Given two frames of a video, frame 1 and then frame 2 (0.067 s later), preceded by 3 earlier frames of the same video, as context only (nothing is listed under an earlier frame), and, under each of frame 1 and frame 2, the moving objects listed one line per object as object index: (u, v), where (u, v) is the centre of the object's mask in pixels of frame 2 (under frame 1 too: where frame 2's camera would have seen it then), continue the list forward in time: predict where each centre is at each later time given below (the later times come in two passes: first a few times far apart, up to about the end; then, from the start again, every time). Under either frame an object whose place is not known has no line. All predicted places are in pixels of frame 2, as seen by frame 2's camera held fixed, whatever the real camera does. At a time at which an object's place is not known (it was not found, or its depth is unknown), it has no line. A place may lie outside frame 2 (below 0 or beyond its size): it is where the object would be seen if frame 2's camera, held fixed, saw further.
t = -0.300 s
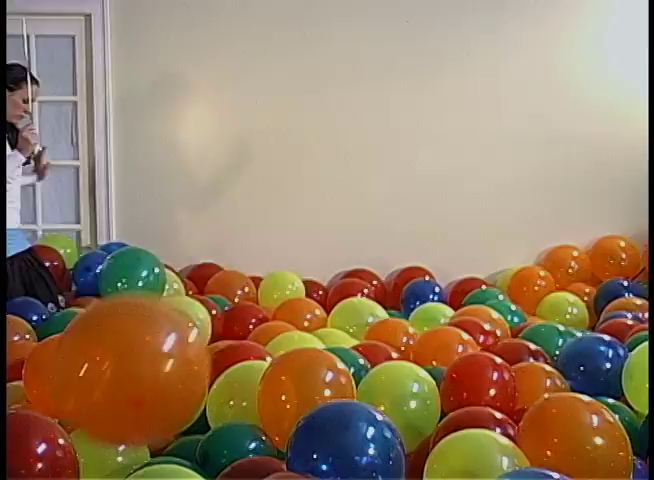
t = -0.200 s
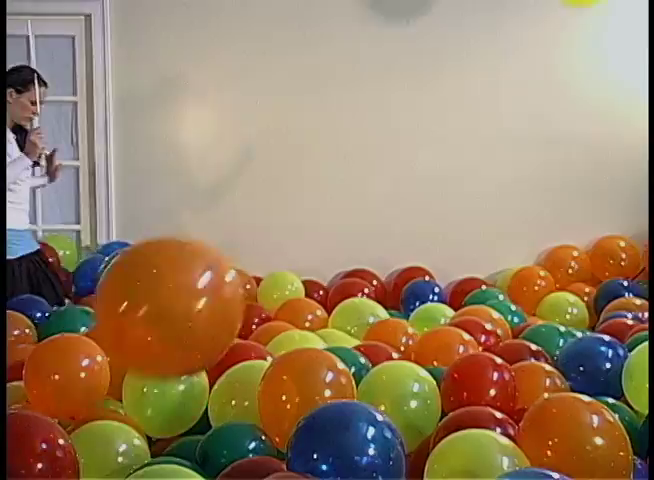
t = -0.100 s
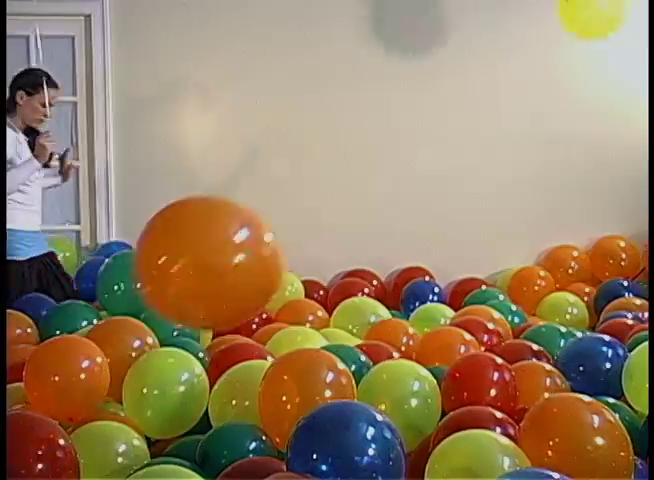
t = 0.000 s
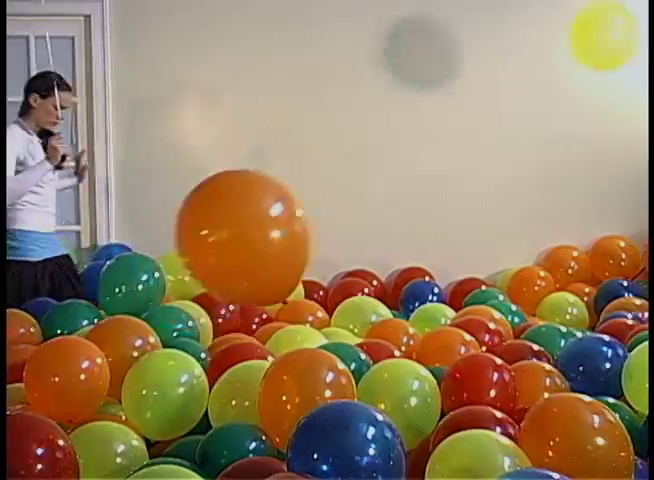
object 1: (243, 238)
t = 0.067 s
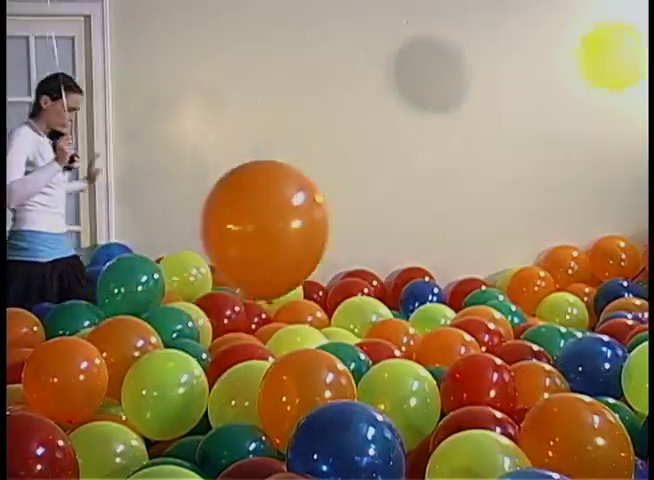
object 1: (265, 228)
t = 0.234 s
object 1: (310, 222)
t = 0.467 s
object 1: (359, 244)
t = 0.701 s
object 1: (390, 288)
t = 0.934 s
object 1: (415, 356)
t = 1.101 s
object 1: (422, 402)
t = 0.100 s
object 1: (275, 224)
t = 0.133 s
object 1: (285, 222)
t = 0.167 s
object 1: (294, 221)
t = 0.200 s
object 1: (302, 221)
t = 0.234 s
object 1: (310, 222)
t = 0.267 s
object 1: (318, 223)
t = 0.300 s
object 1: (326, 225)
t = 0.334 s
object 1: (333, 228)
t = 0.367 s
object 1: (341, 231)
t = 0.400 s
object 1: (347, 235)
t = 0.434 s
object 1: (354, 239)
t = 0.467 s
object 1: (359, 244)
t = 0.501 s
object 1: (365, 249)
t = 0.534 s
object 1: (370, 255)
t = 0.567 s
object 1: (374, 261)
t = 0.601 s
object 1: (378, 267)
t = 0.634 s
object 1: (383, 273)
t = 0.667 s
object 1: (386, 280)
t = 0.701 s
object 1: (390, 288)
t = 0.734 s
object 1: (394, 295)
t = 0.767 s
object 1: (397, 303)
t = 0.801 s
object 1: (401, 313)
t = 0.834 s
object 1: (406, 323)
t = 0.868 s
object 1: (409, 333)
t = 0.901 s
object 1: (412, 344)
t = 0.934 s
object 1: (415, 356)
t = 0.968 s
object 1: (418, 368)
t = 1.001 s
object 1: (421, 380)
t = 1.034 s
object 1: (423, 389)
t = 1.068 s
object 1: (424, 398)
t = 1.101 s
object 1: (422, 402)
